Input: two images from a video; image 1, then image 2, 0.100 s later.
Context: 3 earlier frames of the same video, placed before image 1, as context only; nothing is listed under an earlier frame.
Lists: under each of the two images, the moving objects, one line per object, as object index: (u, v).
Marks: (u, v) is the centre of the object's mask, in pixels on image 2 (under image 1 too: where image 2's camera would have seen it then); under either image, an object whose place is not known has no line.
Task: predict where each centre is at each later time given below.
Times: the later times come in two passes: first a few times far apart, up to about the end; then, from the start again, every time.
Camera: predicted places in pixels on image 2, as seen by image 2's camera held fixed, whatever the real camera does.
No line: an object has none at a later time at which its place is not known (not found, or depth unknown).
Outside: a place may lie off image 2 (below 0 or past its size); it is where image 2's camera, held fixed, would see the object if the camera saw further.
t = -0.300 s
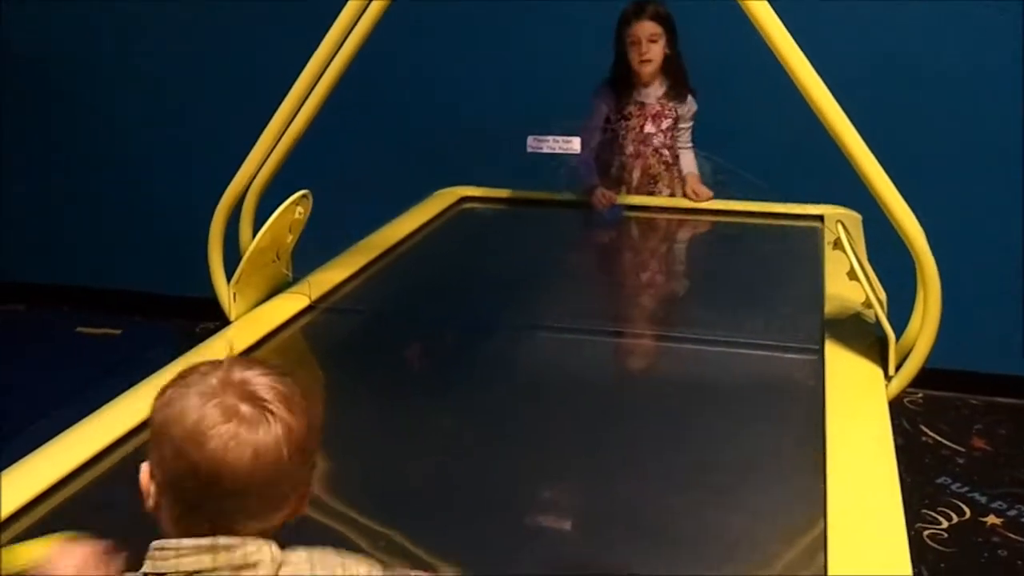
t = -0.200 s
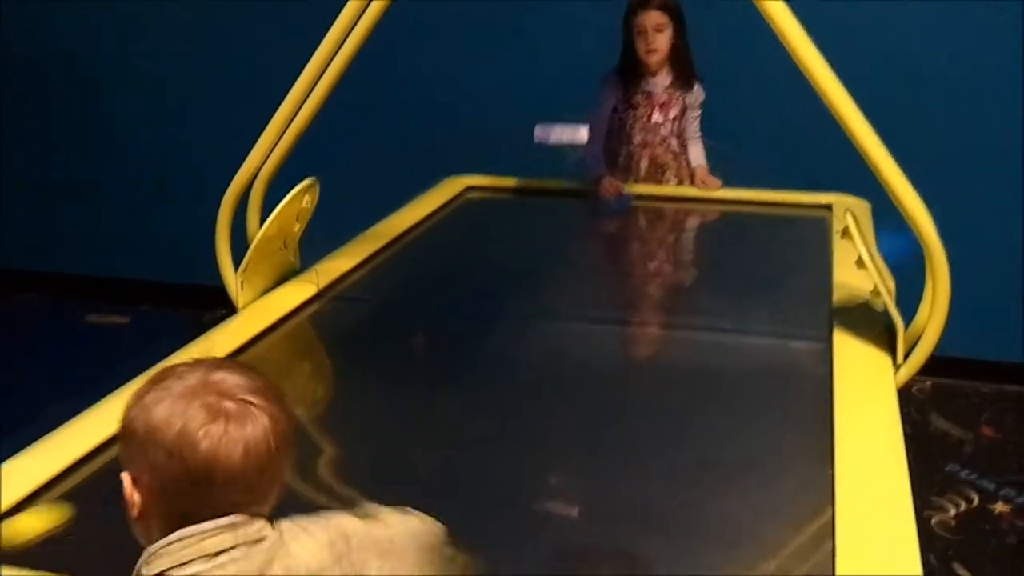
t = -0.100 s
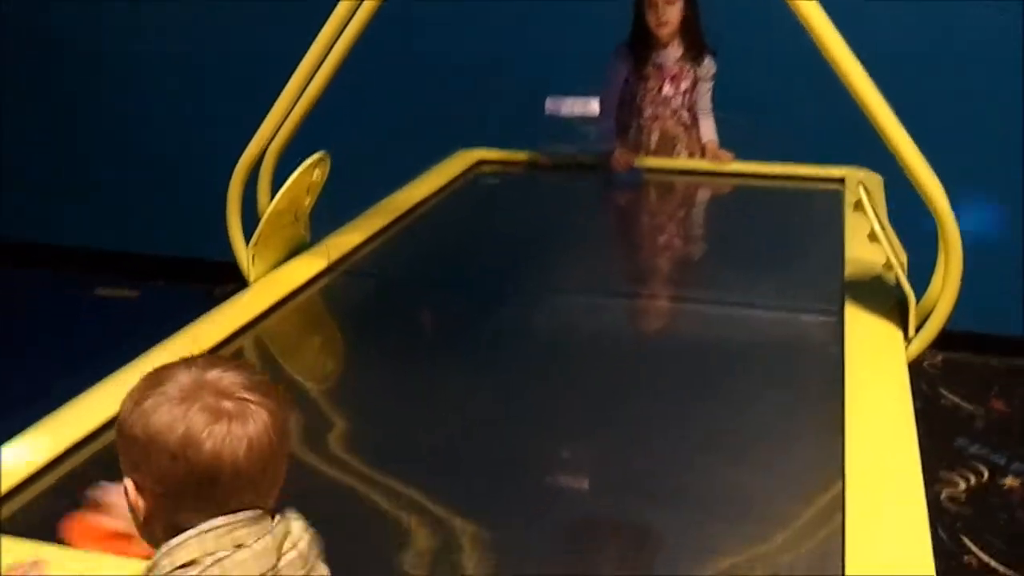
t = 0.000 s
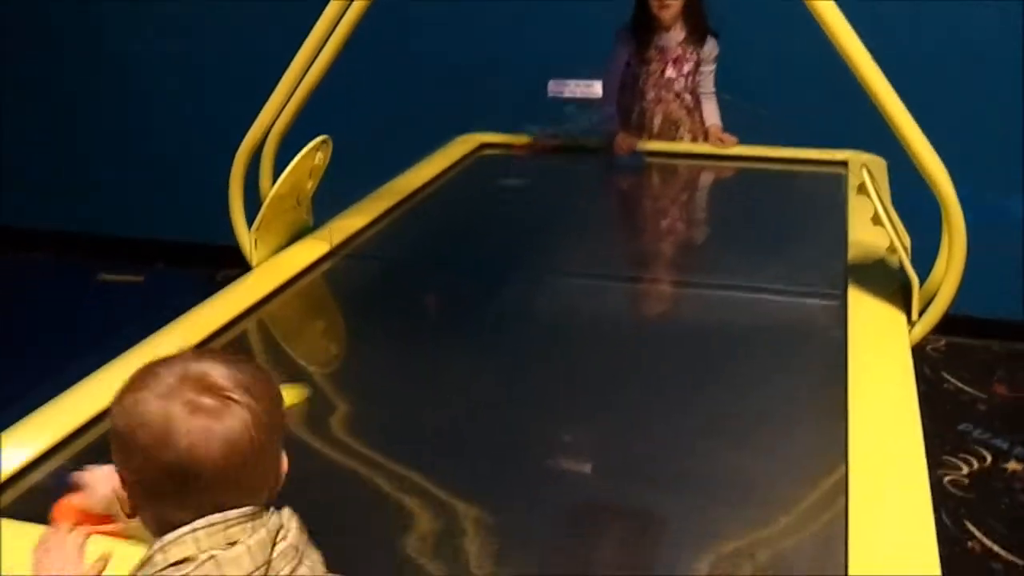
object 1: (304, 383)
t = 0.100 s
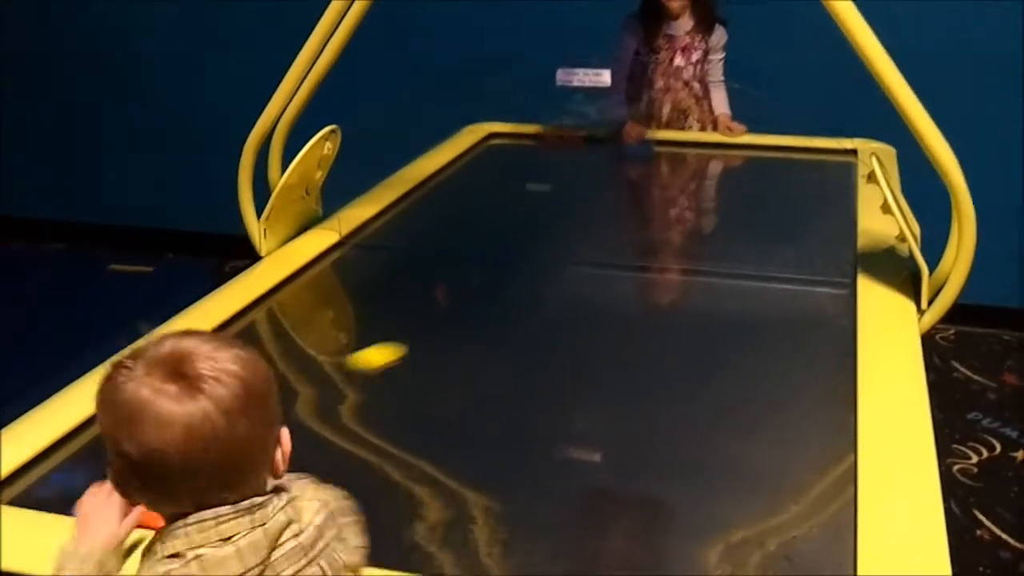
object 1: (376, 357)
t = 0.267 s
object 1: (503, 312)
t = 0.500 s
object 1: (646, 261)
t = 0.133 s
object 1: (403, 347)
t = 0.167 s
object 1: (430, 338)
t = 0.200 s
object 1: (455, 329)
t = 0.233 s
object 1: (480, 321)
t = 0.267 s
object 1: (503, 312)
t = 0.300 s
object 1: (526, 304)
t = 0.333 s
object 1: (548, 296)
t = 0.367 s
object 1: (569, 288)
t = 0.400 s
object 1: (589, 281)
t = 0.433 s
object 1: (609, 274)
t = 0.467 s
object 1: (626, 267)
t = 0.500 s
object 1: (646, 261)
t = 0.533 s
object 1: (664, 254)
